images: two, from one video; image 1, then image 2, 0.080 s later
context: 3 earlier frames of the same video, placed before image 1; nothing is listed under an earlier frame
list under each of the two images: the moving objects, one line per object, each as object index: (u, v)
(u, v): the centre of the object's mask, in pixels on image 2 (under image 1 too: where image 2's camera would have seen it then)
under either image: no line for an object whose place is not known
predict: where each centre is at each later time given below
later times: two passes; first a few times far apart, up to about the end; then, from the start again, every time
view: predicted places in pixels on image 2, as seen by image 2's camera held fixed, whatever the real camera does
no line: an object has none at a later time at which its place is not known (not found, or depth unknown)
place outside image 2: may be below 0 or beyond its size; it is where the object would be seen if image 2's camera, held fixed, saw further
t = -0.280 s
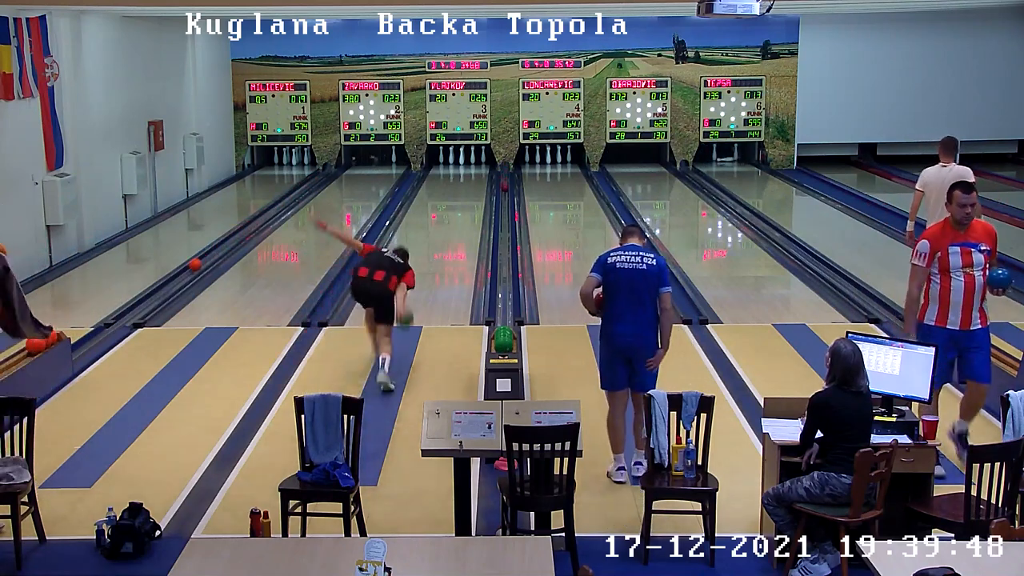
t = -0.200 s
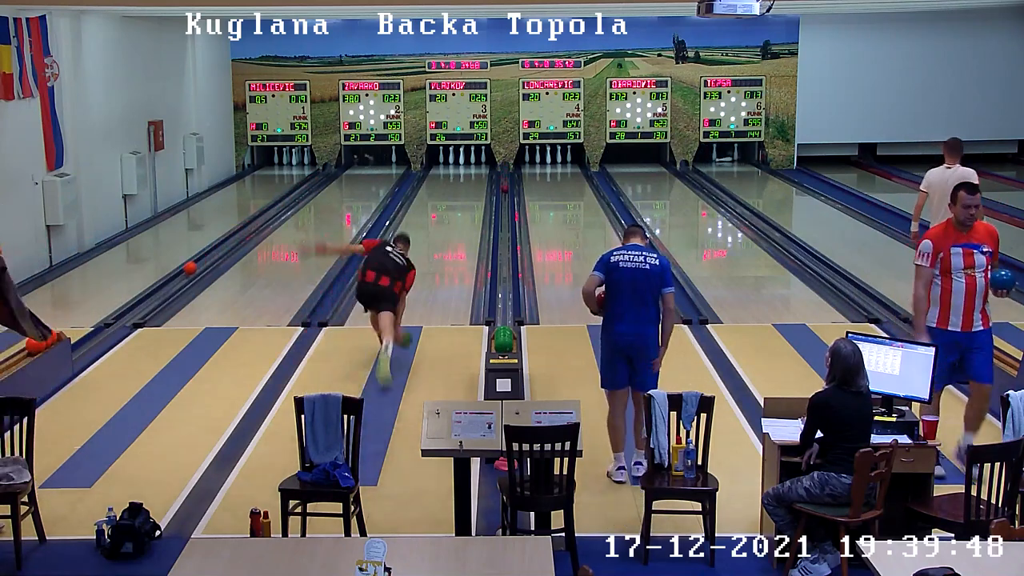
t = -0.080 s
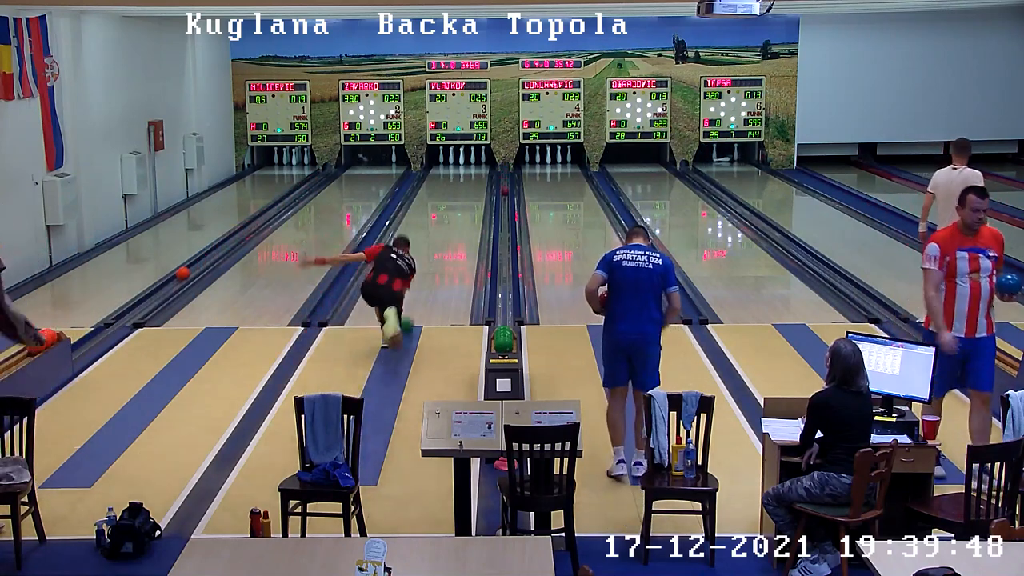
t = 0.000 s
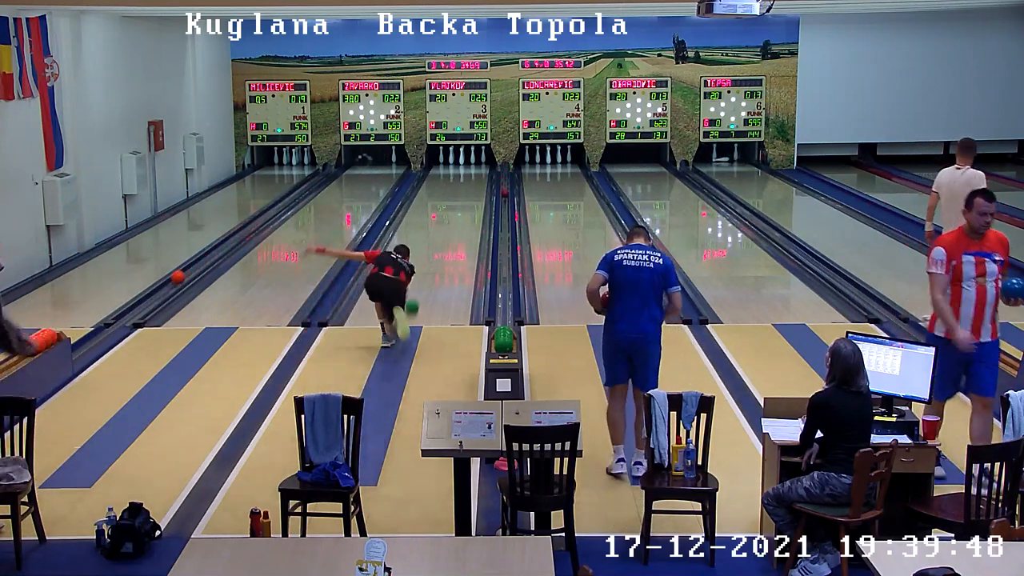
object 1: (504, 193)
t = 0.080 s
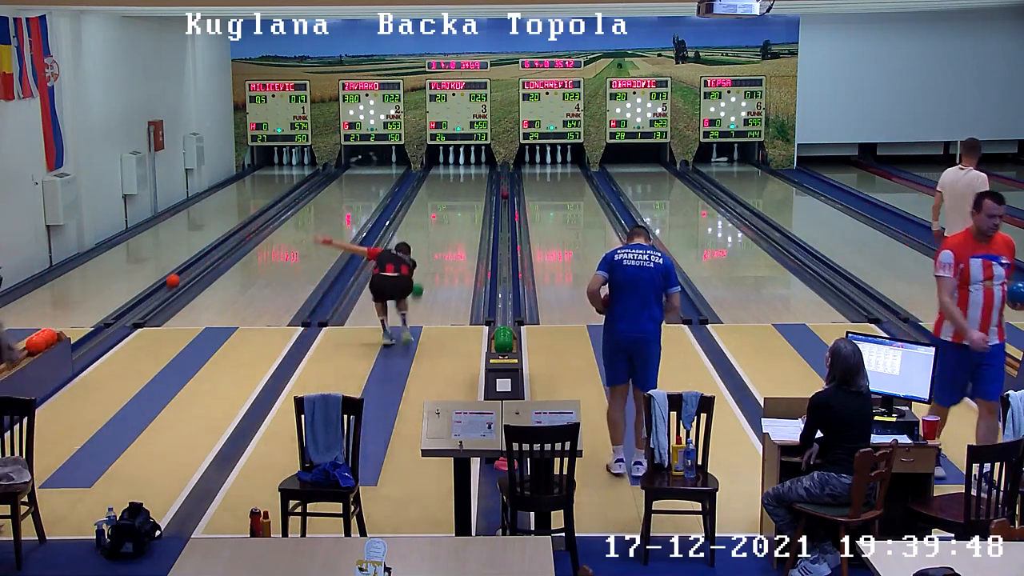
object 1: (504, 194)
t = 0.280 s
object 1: (504, 198)
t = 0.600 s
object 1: (504, 207)
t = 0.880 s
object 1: (504, 215)
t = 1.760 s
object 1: (504, 242)
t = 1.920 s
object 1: (504, 247)
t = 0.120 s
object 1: (504, 196)
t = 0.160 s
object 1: (504, 196)
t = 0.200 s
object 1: (504, 196)
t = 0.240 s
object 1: (504, 197)
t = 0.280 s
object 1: (504, 198)
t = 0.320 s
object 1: (504, 200)
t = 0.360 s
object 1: (504, 201)
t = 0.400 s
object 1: (504, 202)
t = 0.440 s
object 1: (504, 203)
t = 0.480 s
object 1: (504, 204)
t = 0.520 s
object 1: (504, 205)
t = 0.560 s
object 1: (504, 206)
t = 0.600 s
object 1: (504, 207)
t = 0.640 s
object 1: (504, 208)
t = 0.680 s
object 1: (504, 209)
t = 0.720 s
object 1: (504, 210)
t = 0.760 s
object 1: (504, 211)
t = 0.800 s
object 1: (504, 212)
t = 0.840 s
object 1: (504, 214)
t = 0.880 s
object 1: (504, 215)
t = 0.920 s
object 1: (504, 216)
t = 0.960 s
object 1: (504, 217)
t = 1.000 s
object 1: (504, 218)
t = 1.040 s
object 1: (504, 219)
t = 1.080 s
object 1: (504, 220)
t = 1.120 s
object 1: (504, 222)
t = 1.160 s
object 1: (504, 223)
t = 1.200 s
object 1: (504, 224)
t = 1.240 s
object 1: (504, 225)
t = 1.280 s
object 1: (504, 226)
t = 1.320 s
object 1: (504, 228)
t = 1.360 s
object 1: (504, 229)
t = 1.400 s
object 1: (504, 230)
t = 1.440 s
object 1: (504, 231)
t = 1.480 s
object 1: (504, 233)
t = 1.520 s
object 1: (504, 234)
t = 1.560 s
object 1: (504, 235)
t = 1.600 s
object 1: (504, 236)
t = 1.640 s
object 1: (504, 237)
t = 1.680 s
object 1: (504, 239)
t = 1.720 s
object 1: (504, 241)
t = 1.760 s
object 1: (504, 242)
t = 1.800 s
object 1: (504, 243)
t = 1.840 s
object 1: (504, 244)
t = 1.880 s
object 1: (504, 245)
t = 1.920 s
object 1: (504, 247)
